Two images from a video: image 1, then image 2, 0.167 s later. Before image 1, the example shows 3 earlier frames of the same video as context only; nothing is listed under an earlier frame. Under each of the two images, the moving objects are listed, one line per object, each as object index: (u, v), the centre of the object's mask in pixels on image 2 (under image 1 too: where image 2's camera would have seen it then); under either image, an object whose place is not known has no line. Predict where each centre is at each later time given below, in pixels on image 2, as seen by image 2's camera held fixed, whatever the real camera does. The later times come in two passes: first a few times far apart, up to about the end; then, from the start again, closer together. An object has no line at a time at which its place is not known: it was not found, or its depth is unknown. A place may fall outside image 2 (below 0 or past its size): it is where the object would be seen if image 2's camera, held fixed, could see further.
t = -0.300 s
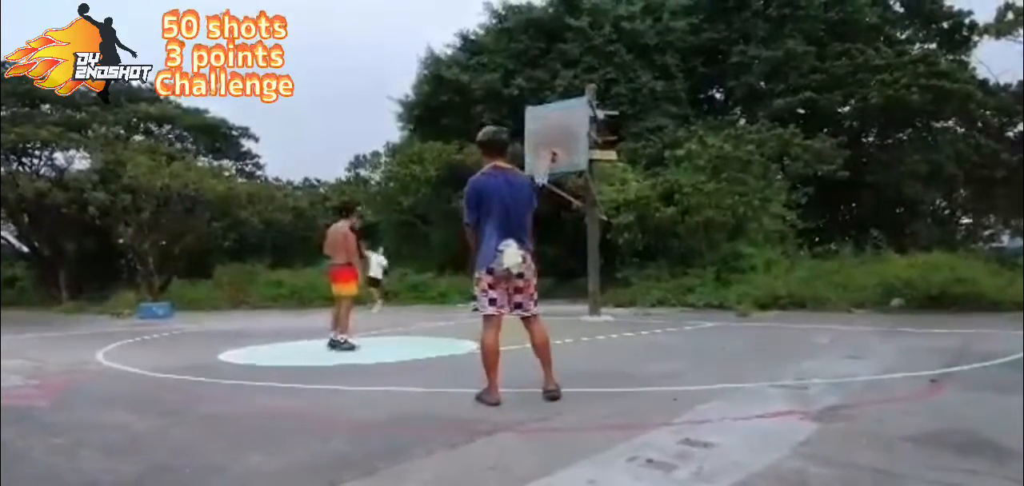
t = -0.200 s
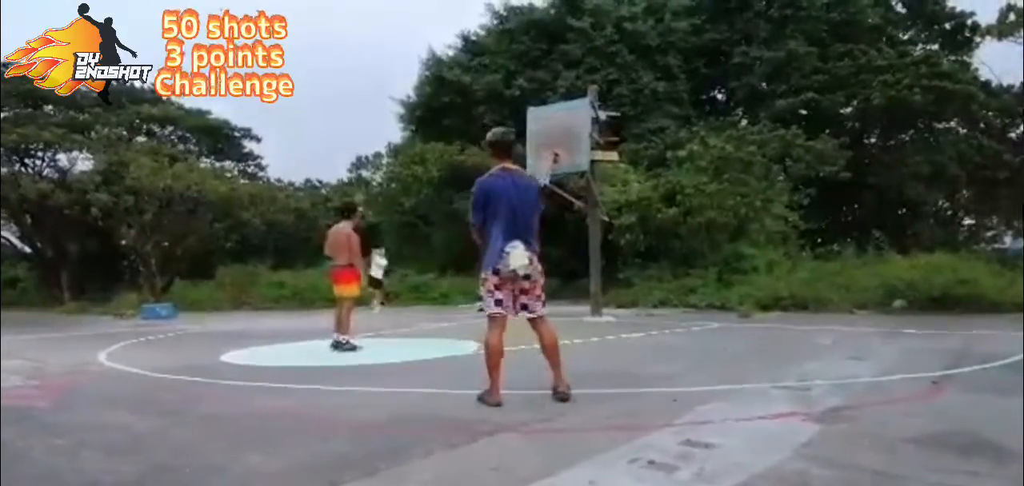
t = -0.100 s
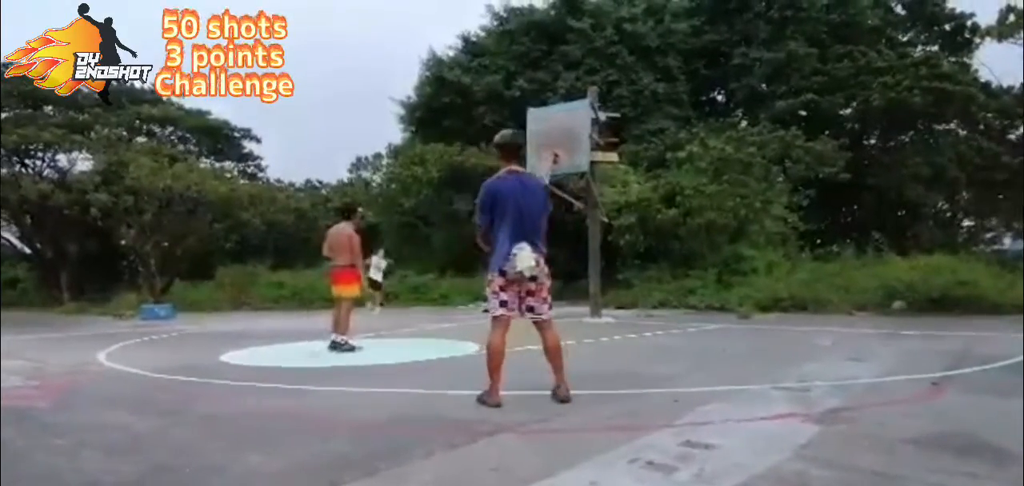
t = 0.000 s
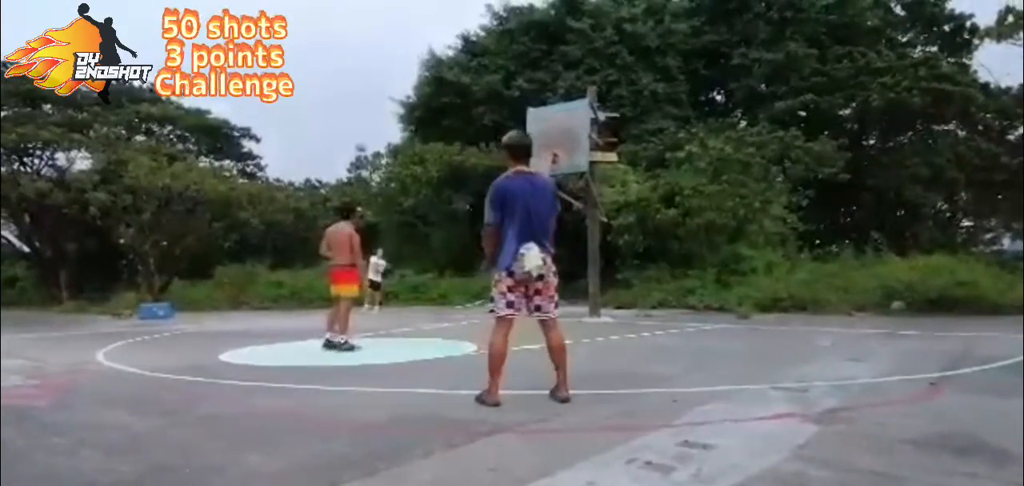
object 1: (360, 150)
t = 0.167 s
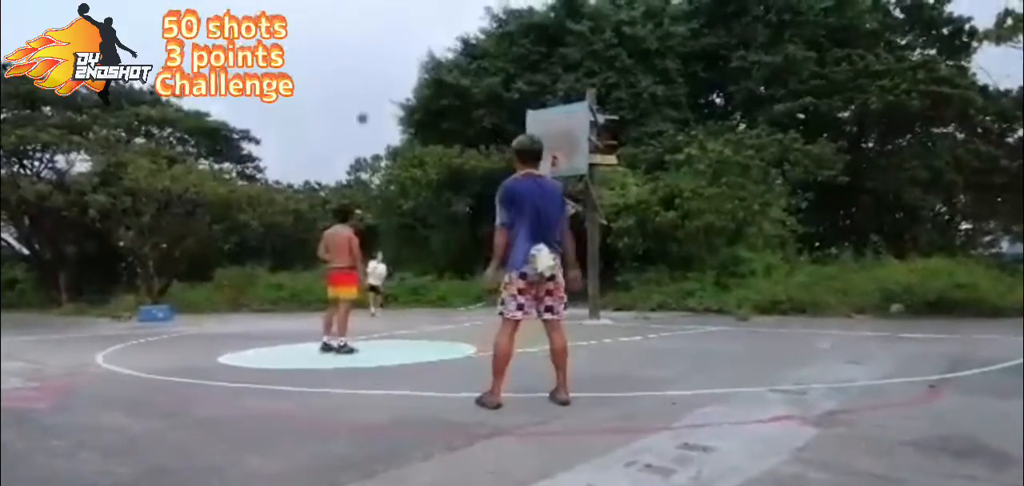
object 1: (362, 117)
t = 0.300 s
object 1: (364, 98)
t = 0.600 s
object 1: (367, 83)
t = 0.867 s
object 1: (370, 115)
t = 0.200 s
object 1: (363, 112)
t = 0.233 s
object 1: (363, 107)
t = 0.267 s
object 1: (364, 102)
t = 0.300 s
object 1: (364, 98)
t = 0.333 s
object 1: (365, 94)
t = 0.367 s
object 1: (365, 91)
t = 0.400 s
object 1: (365, 88)
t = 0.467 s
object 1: (365, 85)
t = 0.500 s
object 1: (366, 84)
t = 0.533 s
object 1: (367, 83)
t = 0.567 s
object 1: (367, 83)
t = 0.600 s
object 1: (367, 83)
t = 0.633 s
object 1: (367, 84)
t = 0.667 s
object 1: (368, 85)
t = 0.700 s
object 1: (369, 87)
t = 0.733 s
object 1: (370, 91)
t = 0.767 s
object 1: (370, 97)
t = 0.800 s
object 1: (369, 102)
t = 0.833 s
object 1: (369, 108)
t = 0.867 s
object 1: (370, 115)
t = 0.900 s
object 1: (371, 123)
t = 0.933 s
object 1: (371, 133)
